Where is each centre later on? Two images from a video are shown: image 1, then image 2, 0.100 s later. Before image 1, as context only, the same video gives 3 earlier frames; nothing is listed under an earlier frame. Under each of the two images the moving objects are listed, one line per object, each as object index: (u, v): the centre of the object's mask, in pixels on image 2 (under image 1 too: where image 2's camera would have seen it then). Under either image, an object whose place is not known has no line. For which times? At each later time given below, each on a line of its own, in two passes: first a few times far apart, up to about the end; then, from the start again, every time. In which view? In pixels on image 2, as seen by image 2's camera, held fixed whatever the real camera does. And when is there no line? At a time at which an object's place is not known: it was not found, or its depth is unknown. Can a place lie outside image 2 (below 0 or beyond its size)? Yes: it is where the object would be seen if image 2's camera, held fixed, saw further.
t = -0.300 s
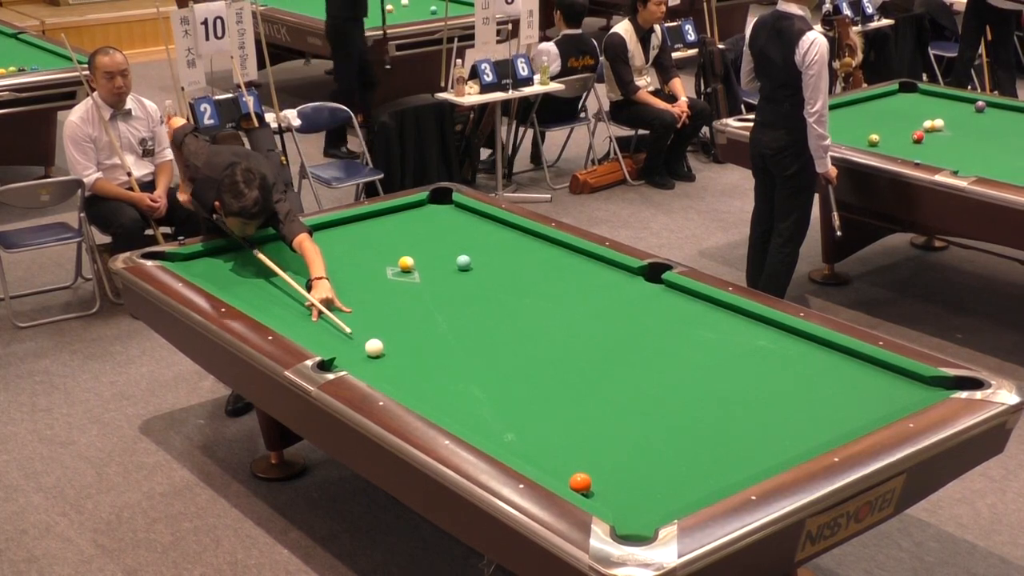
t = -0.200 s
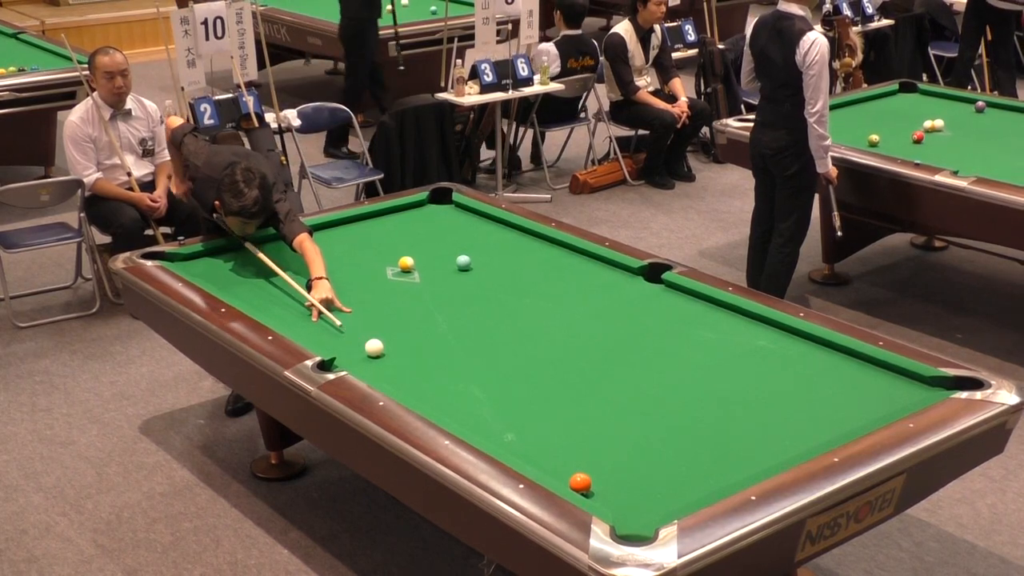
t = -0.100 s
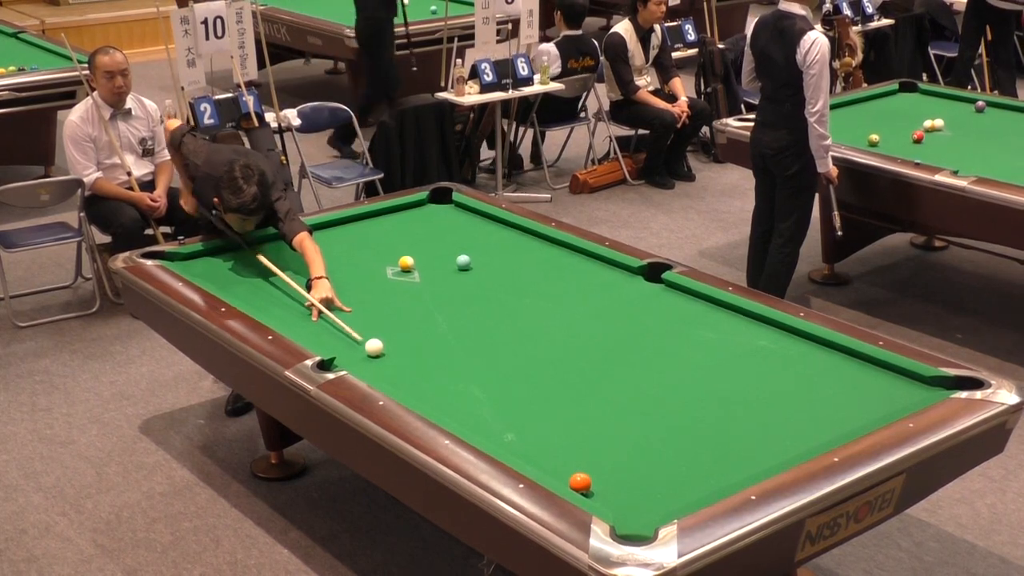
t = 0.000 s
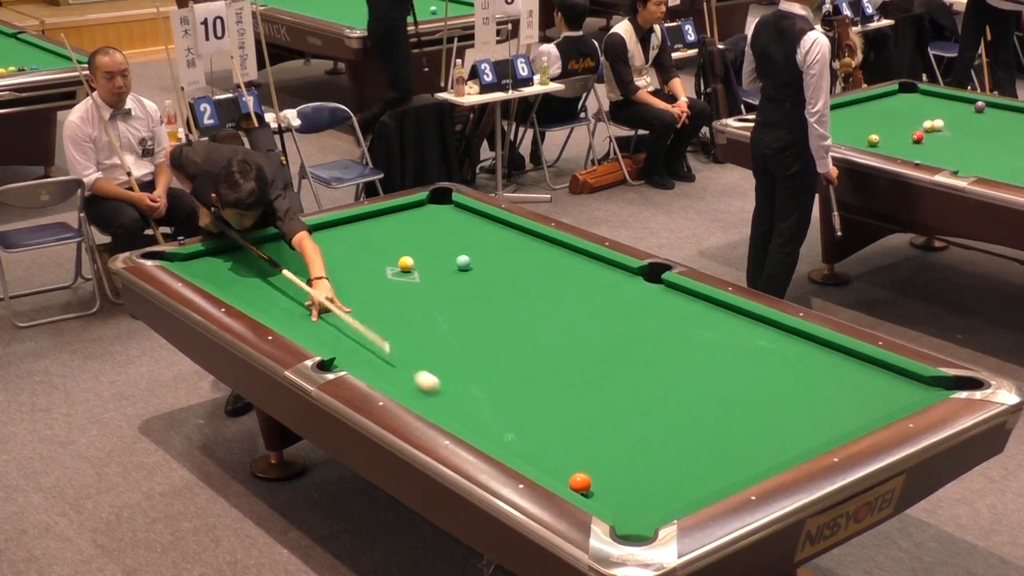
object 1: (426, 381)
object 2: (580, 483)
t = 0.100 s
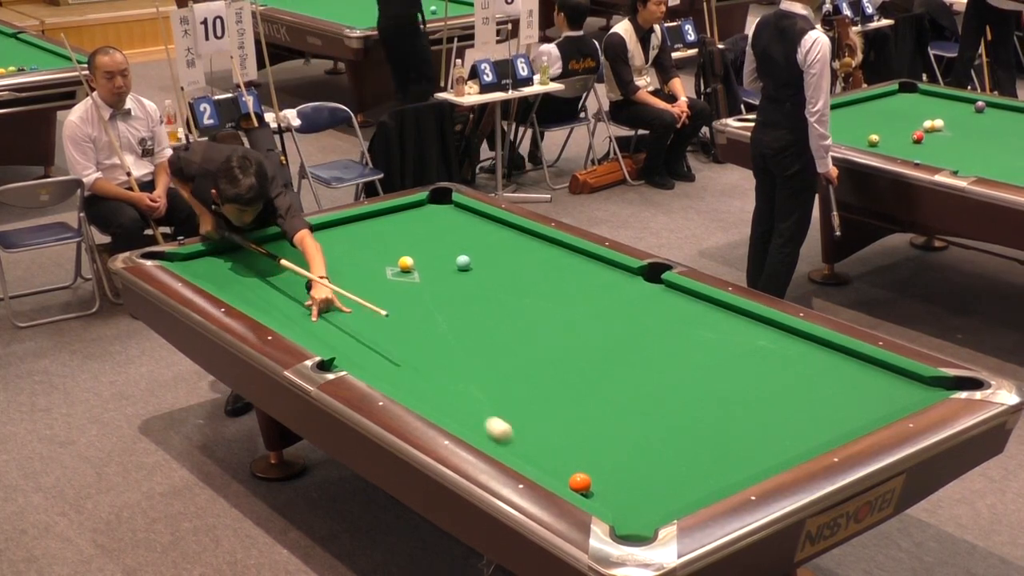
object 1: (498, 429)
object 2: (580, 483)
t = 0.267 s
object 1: (574, 474)
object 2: (643, 522)
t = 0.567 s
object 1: (571, 456)
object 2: (628, 515)
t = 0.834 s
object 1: (564, 440)
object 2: (642, 509)
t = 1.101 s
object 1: (558, 425)
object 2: (655, 502)
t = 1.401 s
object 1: (553, 410)
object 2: (668, 497)
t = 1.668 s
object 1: (548, 399)
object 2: (677, 493)
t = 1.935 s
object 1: (545, 390)
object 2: (684, 490)
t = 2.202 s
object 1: (541, 381)
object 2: (690, 487)
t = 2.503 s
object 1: (538, 372)
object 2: (695, 485)
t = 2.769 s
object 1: (535, 366)
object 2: (697, 484)
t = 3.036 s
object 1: (532, 361)
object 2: (697, 484)
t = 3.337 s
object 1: (529, 355)
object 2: (697, 484)
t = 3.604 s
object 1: (527, 352)
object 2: (697, 484)
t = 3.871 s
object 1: (526, 349)
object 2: (697, 484)
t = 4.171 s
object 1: (525, 347)
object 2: (697, 484)
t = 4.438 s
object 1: (524, 345)
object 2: (697, 484)
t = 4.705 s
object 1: (523, 344)
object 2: (697, 484)
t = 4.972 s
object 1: (523, 344)
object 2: (697, 484)
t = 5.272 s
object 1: (523, 344)
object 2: (697, 484)
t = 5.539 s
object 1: (523, 344)
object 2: (697, 484)
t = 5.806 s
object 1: (523, 344)
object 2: (697, 484)
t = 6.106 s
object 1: (523, 344)
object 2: (697, 484)
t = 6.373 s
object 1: (523, 344)
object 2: (697, 484)
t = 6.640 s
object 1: (523, 344)
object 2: (697, 484)
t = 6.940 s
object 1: (523, 344)
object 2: (697, 484)
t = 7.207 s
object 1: (523, 344)
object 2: (697, 484)
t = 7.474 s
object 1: (523, 344)
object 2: (697, 484)
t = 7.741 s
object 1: (523, 344)
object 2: (697, 484)
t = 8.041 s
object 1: (523, 344)
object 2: (697, 484)
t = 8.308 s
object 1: (523, 344)
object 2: (697, 484)
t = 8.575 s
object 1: (523, 344)
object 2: (697, 484)
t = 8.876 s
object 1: (523, 344)
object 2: (697, 484)
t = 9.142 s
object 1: (523, 344)
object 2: (697, 484)
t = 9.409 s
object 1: (523, 344)
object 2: (697, 484)
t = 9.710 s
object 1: (523, 344)
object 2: (697, 484)
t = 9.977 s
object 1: (523, 344)
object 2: (697, 484)
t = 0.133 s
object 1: (524, 445)
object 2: (580, 483)
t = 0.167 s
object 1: (549, 462)
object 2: (580, 483)
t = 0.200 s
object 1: (569, 473)
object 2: (587, 487)
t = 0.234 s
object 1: (572, 474)
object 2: (614, 506)
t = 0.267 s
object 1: (574, 474)
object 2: (643, 522)
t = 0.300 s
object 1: (576, 472)
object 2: (625, 524)
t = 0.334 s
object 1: (577, 471)
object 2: (635, 522)
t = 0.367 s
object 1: (577, 469)
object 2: (645, 522)
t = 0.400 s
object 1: (576, 467)
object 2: (638, 521)
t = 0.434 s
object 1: (575, 465)
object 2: (631, 519)
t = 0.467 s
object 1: (574, 462)
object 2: (624, 517)
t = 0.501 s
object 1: (574, 460)
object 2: (623, 517)
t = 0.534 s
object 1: (572, 458)
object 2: (625, 516)
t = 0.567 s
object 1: (571, 456)
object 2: (628, 515)
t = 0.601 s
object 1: (571, 453)
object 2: (629, 514)
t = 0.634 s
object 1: (570, 451)
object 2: (631, 513)
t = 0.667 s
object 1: (569, 450)
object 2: (633, 512)
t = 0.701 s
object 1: (568, 447)
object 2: (635, 511)
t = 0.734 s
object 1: (567, 445)
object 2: (637, 510)
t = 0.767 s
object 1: (566, 443)
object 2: (639, 510)
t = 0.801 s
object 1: (565, 441)
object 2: (640, 509)
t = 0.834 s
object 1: (564, 440)
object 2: (642, 509)
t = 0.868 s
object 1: (564, 438)
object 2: (644, 508)
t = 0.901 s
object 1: (563, 435)
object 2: (646, 507)
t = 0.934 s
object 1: (562, 434)
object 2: (647, 506)
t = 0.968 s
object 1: (561, 432)
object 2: (649, 505)
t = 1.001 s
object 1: (561, 430)
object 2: (651, 505)
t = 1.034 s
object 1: (560, 429)
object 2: (652, 504)
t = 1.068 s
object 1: (559, 427)
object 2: (654, 503)
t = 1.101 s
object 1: (558, 425)
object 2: (655, 502)
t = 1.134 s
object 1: (558, 423)
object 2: (657, 501)
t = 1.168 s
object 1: (557, 422)
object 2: (658, 501)
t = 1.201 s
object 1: (557, 420)
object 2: (660, 500)
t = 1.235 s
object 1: (556, 419)
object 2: (661, 500)
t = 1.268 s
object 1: (555, 417)
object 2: (663, 499)
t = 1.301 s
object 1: (555, 415)
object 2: (664, 498)
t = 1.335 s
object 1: (554, 414)
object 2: (665, 498)
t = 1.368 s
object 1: (553, 412)
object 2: (666, 498)
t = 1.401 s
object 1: (553, 410)
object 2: (668, 497)
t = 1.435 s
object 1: (552, 409)
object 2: (669, 496)
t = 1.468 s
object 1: (552, 407)
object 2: (670, 496)
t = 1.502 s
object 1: (551, 406)
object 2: (672, 495)
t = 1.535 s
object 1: (551, 405)
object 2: (672, 495)
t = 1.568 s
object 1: (550, 404)
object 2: (674, 494)
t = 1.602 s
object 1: (550, 402)
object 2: (675, 494)
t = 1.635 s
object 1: (549, 400)
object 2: (676, 493)
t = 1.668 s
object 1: (548, 399)
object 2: (677, 493)
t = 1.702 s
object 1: (548, 398)
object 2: (678, 492)
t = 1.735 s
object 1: (547, 397)
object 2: (679, 492)
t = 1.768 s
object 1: (547, 395)
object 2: (679, 491)
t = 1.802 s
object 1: (546, 394)
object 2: (681, 491)
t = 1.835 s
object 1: (546, 393)
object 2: (682, 490)
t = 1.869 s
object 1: (546, 392)
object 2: (682, 490)
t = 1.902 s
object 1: (545, 391)
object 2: (683, 490)
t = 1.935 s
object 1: (545, 390)
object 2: (684, 490)
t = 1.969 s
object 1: (544, 388)
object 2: (685, 489)
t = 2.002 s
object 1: (544, 387)
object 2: (686, 489)
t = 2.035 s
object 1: (543, 386)
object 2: (687, 489)
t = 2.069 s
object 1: (543, 385)
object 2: (687, 488)
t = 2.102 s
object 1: (542, 384)
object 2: (688, 488)
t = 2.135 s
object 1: (542, 383)
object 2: (689, 488)
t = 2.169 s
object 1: (542, 382)
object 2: (689, 488)
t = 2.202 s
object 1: (541, 381)
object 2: (690, 487)
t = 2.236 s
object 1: (541, 379)
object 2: (690, 487)
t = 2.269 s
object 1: (540, 378)
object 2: (691, 487)
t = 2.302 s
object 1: (540, 378)
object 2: (692, 486)
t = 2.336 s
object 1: (540, 377)
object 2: (692, 486)
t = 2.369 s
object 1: (539, 376)
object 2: (693, 486)
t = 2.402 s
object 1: (539, 375)
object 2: (693, 486)
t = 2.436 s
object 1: (539, 374)
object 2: (694, 486)
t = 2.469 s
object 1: (538, 373)
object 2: (694, 485)
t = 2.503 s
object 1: (538, 372)
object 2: (695, 485)
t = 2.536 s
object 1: (538, 372)
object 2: (695, 485)
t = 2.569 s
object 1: (537, 371)
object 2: (695, 485)
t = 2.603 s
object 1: (537, 370)
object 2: (696, 485)
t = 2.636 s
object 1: (536, 369)
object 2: (696, 485)
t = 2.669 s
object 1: (536, 368)
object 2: (696, 484)
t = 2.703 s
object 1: (536, 368)
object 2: (696, 484)
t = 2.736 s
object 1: (535, 367)
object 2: (696, 484)
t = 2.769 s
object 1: (535, 366)
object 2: (697, 484)
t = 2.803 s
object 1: (535, 365)
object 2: (697, 484)
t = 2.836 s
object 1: (534, 365)
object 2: (697, 484)
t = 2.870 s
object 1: (534, 364)
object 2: (697, 484)
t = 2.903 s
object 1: (534, 363)
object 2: (697, 484)
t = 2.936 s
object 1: (533, 363)
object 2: (697, 484)
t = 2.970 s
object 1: (533, 362)
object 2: (697, 484)
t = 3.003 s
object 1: (533, 361)
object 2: (697, 484)
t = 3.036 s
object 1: (532, 361)
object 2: (697, 484)
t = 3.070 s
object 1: (532, 360)
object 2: (697, 484)
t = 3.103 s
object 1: (532, 359)
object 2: (697, 484)
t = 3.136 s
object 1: (531, 359)
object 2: (697, 484)
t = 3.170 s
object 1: (531, 358)
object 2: (697, 484)
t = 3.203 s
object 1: (531, 358)
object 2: (697, 484)
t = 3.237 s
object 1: (530, 357)
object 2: (697, 484)
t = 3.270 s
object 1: (530, 356)
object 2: (697, 484)
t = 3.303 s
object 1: (530, 356)
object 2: (697, 484)
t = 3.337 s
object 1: (529, 355)
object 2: (697, 484)
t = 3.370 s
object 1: (529, 355)
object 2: (697, 484)
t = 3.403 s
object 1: (528, 355)
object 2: (697, 484)
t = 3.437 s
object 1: (528, 354)
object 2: (697, 484)
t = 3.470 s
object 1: (528, 354)
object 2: (697, 484)
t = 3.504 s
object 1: (528, 353)
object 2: (697, 484)
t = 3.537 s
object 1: (528, 352)
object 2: (697, 484)
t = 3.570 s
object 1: (527, 352)
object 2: (697, 484)
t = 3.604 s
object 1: (527, 352)
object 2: (697, 484)
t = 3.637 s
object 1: (527, 351)
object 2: (697, 484)
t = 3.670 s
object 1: (527, 351)
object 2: (697, 484)
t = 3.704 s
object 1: (527, 350)
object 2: (697, 484)
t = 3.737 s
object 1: (526, 350)
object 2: (697, 484)
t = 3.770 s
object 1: (526, 350)
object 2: (697, 484)
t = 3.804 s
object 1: (526, 349)
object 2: (697, 484)
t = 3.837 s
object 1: (526, 349)
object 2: (697, 484)
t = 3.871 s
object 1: (526, 349)
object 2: (697, 484)
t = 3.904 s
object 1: (525, 348)
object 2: (697, 484)
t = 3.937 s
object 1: (525, 348)
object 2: (697, 484)
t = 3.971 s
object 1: (525, 348)
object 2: (697, 484)
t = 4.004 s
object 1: (525, 348)
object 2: (697, 484)
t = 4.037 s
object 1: (525, 347)
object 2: (697, 484)
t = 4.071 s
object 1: (525, 347)
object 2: (697, 484)
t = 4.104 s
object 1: (525, 347)
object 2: (697, 484)
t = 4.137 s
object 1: (525, 347)
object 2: (697, 484)
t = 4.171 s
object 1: (525, 347)
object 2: (697, 484)
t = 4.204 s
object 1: (524, 346)
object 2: (697, 484)
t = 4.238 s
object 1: (524, 346)
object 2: (697, 484)
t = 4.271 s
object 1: (524, 346)
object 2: (697, 484)
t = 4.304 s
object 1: (524, 346)
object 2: (697, 484)
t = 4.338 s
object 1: (524, 346)
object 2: (697, 484)
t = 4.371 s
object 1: (524, 345)
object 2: (697, 484)
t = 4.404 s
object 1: (524, 345)
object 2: (697, 484)
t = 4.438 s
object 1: (524, 345)
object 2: (697, 484)
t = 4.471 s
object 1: (524, 345)
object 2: (697, 484)
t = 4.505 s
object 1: (524, 345)
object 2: (697, 484)
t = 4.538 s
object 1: (524, 345)
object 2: (697, 484)
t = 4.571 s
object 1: (524, 344)
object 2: (697, 484)
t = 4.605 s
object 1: (524, 345)
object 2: (697, 484)
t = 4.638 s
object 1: (524, 344)
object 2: (697, 484)
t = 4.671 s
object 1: (523, 344)
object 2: (697, 484)
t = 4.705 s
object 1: (523, 344)
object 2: (697, 484)
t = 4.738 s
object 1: (523, 344)
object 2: (697, 484)
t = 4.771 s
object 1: (523, 344)
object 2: (697, 484)
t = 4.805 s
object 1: (523, 344)
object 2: (697, 484)
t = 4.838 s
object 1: (523, 344)
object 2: (697, 484)
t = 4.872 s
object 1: (523, 344)
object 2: (697, 484)
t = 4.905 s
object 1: (523, 344)
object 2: (697, 484)
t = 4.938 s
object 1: (523, 344)
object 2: (697, 484)
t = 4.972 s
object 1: (523, 344)
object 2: (697, 484)
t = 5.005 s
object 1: (523, 344)
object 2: (697, 484)
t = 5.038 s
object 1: (523, 344)
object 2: (697, 484)
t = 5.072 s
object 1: (523, 344)
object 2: (697, 484)
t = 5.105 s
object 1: (523, 344)
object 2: (697, 484)
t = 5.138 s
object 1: (523, 344)
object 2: (697, 484)
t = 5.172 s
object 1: (523, 344)
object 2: (697, 484)
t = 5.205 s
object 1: (523, 344)
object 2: (697, 484)
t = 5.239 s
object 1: (523, 344)
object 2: (697, 484)
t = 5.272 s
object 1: (523, 344)
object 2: (697, 484)
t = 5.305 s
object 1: (523, 344)
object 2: (697, 484)
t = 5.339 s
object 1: (523, 344)
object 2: (697, 484)
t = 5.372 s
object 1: (523, 344)
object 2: (697, 484)
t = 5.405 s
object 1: (523, 344)
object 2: (697, 484)
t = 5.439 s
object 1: (523, 344)
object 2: (697, 484)
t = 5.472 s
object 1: (523, 344)
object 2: (697, 484)
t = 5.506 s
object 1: (523, 344)
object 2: (697, 484)
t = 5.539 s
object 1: (523, 344)
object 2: (697, 484)
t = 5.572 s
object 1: (523, 344)
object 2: (697, 484)
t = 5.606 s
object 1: (523, 344)
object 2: (697, 484)
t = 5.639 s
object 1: (523, 344)
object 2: (697, 484)
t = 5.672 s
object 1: (523, 344)
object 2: (697, 484)
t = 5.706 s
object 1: (523, 344)
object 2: (697, 484)
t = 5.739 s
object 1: (523, 344)
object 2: (697, 484)
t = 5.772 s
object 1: (523, 344)
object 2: (697, 484)
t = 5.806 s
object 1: (523, 344)
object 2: (697, 484)
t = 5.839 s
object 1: (523, 344)
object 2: (697, 484)
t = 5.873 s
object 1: (523, 344)
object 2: (697, 484)
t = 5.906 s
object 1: (523, 344)
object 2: (697, 484)
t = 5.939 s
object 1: (523, 344)
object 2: (697, 484)
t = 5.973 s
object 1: (523, 344)
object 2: (697, 484)
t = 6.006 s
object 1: (523, 344)
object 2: (697, 484)
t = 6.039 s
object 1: (523, 344)
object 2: (697, 484)
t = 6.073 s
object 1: (523, 344)
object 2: (697, 484)
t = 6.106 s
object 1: (523, 344)
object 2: (697, 484)
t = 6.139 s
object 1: (523, 344)
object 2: (697, 484)
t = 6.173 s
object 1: (523, 344)
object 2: (697, 484)
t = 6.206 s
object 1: (523, 344)
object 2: (697, 484)
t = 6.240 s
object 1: (523, 344)
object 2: (697, 484)
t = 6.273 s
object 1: (523, 344)
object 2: (697, 484)
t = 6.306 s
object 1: (523, 344)
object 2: (697, 484)
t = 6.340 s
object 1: (523, 344)
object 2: (697, 484)
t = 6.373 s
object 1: (523, 344)
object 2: (697, 484)
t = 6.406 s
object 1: (523, 344)
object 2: (697, 484)
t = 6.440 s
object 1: (523, 344)
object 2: (697, 484)
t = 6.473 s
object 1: (523, 344)
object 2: (697, 484)
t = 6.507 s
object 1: (523, 344)
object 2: (697, 484)
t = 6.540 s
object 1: (523, 344)
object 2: (697, 484)
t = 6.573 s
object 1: (523, 344)
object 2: (697, 484)
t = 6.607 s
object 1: (523, 344)
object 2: (697, 484)
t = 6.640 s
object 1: (523, 344)
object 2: (697, 484)
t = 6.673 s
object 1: (523, 344)
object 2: (697, 484)
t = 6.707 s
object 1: (523, 344)
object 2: (697, 484)
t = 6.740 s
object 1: (523, 344)
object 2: (697, 484)
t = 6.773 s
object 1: (523, 344)
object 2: (697, 484)
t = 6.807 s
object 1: (523, 344)
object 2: (697, 484)
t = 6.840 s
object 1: (523, 344)
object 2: (697, 484)
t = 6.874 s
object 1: (523, 344)
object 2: (697, 484)
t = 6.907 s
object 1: (523, 344)
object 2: (697, 484)
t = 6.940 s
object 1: (523, 344)
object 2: (697, 484)
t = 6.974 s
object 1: (523, 344)
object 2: (697, 484)
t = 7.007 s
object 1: (523, 344)
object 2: (697, 484)
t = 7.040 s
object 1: (523, 344)
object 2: (697, 484)
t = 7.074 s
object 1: (523, 344)
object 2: (697, 484)
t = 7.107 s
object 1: (523, 344)
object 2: (697, 484)
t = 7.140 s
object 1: (523, 344)
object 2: (697, 484)
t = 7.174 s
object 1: (523, 344)
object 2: (697, 484)
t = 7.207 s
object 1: (523, 344)
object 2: (697, 484)
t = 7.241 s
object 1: (523, 344)
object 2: (697, 484)
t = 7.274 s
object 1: (523, 344)
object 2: (697, 484)
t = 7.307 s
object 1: (523, 344)
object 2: (697, 484)
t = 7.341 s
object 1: (523, 344)
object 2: (697, 484)
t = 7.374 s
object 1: (523, 344)
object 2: (697, 484)
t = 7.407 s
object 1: (523, 344)
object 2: (697, 484)
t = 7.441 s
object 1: (523, 344)
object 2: (697, 484)
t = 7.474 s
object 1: (523, 344)
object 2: (697, 484)
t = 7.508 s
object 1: (523, 344)
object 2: (697, 484)
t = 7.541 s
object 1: (523, 344)
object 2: (697, 484)
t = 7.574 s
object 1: (523, 344)
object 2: (697, 484)
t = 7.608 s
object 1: (523, 344)
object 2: (697, 484)
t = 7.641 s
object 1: (523, 344)
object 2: (697, 484)
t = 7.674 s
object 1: (523, 344)
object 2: (697, 484)
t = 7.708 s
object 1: (523, 344)
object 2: (697, 484)
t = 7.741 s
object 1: (523, 344)
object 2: (697, 484)
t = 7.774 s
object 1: (523, 344)
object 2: (697, 484)
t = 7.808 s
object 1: (523, 344)
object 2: (697, 484)
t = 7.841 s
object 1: (523, 344)
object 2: (697, 484)
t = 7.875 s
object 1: (523, 344)
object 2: (697, 484)
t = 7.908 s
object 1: (523, 344)
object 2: (697, 484)
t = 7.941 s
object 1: (523, 344)
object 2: (697, 484)
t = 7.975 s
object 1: (523, 344)
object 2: (697, 484)
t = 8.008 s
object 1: (523, 344)
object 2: (697, 484)
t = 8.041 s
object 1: (523, 344)
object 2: (697, 484)
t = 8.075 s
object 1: (523, 344)
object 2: (697, 484)
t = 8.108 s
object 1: (523, 344)
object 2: (697, 484)
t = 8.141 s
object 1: (523, 344)
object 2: (697, 484)
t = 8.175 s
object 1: (523, 344)
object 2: (697, 484)
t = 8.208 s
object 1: (523, 344)
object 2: (697, 484)
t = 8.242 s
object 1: (523, 344)
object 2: (697, 484)
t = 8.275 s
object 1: (523, 344)
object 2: (697, 484)
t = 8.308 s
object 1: (523, 344)
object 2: (697, 484)
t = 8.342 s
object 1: (523, 344)
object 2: (697, 484)
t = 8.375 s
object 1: (523, 344)
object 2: (697, 484)
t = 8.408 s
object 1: (523, 344)
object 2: (697, 484)
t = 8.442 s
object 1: (523, 344)
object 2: (697, 484)
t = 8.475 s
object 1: (523, 344)
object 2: (697, 484)
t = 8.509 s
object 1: (523, 344)
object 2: (697, 484)
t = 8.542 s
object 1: (523, 344)
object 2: (697, 484)
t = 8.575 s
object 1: (523, 344)
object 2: (697, 484)
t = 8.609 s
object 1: (523, 344)
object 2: (697, 484)
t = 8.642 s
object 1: (523, 344)
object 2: (697, 484)
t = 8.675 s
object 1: (523, 344)
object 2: (697, 484)
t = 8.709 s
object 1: (523, 344)
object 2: (697, 484)
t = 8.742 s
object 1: (523, 344)
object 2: (697, 484)
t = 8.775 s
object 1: (523, 344)
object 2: (697, 484)
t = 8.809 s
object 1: (523, 344)
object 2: (697, 484)
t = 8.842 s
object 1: (523, 344)
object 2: (697, 484)
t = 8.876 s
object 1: (523, 344)
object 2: (697, 484)
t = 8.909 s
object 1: (523, 344)
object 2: (697, 484)
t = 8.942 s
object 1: (523, 344)
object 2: (697, 484)
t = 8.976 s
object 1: (523, 344)
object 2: (697, 484)
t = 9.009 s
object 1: (523, 344)
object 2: (697, 484)
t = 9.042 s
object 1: (523, 344)
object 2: (697, 484)
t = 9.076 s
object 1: (523, 344)
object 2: (697, 484)
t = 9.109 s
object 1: (523, 344)
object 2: (697, 484)
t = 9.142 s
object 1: (523, 344)
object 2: (697, 484)
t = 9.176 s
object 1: (523, 344)
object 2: (697, 484)
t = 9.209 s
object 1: (523, 344)
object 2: (697, 484)
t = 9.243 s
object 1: (523, 344)
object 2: (697, 484)
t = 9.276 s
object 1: (523, 344)
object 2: (697, 484)
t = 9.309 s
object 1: (523, 344)
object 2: (697, 484)
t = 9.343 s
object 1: (523, 344)
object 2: (697, 484)
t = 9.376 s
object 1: (523, 344)
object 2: (697, 484)
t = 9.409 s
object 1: (523, 344)
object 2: (697, 484)
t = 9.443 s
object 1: (523, 344)
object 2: (697, 484)
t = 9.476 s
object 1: (523, 344)
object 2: (697, 484)
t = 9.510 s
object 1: (523, 344)
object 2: (697, 484)
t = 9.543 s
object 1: (523, 344)
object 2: (697, 484)
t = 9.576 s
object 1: (523, 344)
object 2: (697, 484)
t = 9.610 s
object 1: (523, 344)
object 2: (697, 484)
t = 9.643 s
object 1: (523, 344)
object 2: (697, 484)
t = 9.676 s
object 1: (523, 344)
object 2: (697, 484)
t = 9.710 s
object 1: (523, 344)
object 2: (697, 484)
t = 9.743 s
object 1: (523, 344)
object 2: (697, 484)
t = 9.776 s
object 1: (523, 344)
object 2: (697, 484)
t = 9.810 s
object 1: (523, 344)
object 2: (697, 484)
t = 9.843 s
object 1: (523, 344)
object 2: (697, 484)
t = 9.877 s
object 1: (523, 344)
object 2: (697, 484)
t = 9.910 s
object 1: (523, 344)
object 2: (697, 484)
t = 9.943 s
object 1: (523, 344)
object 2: (697, 484)
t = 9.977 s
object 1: (523, 344)
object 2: (697, 484)
